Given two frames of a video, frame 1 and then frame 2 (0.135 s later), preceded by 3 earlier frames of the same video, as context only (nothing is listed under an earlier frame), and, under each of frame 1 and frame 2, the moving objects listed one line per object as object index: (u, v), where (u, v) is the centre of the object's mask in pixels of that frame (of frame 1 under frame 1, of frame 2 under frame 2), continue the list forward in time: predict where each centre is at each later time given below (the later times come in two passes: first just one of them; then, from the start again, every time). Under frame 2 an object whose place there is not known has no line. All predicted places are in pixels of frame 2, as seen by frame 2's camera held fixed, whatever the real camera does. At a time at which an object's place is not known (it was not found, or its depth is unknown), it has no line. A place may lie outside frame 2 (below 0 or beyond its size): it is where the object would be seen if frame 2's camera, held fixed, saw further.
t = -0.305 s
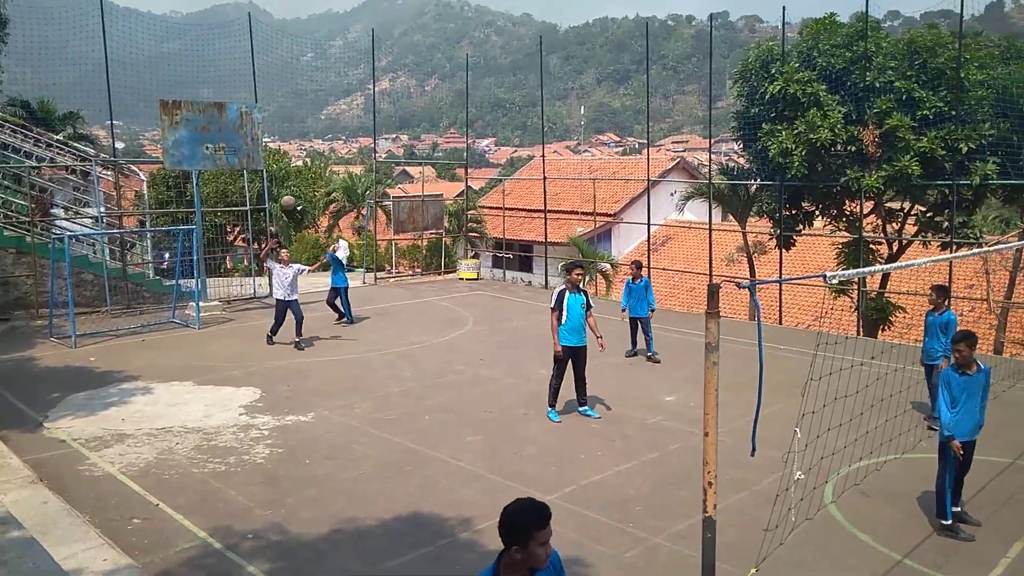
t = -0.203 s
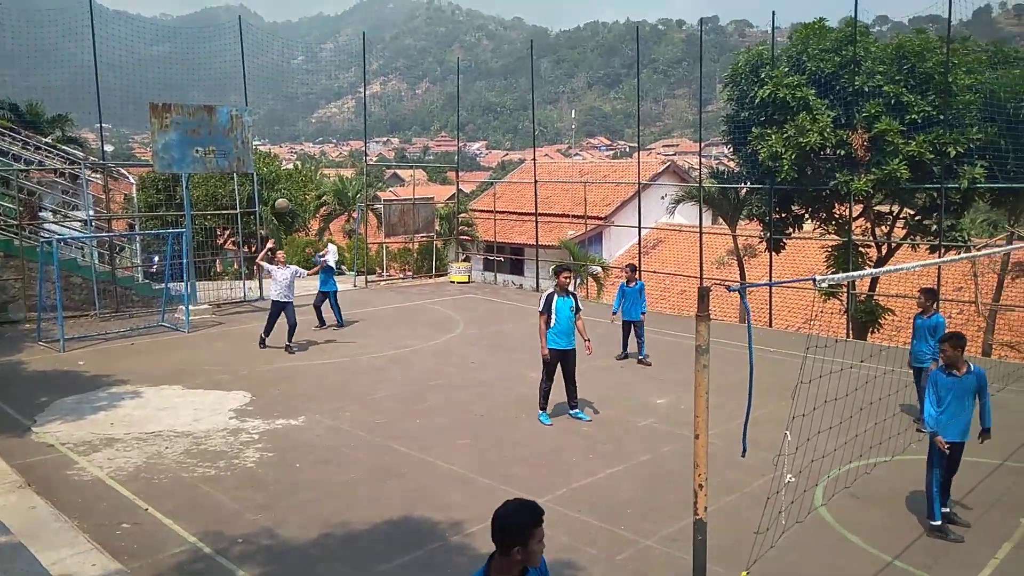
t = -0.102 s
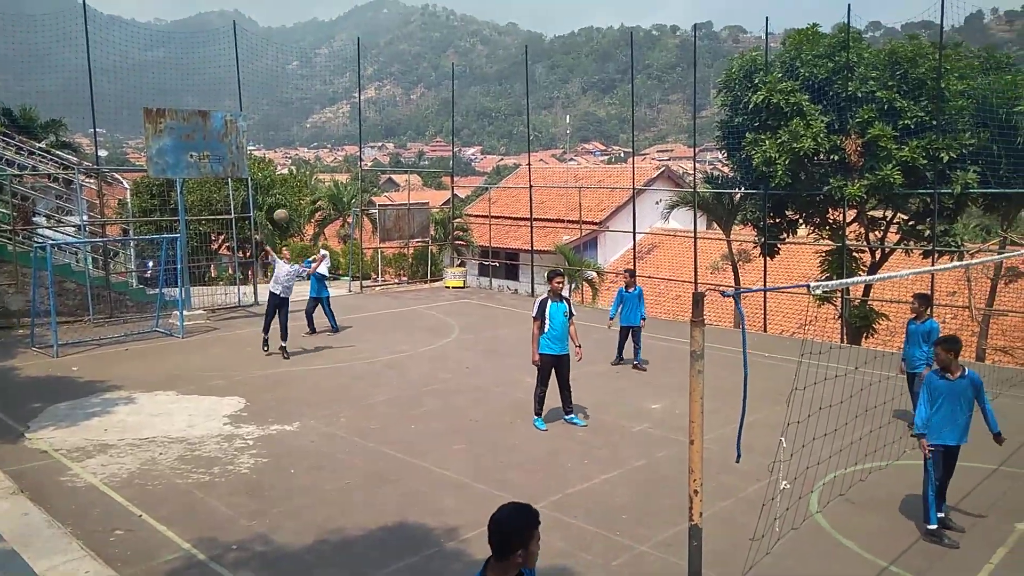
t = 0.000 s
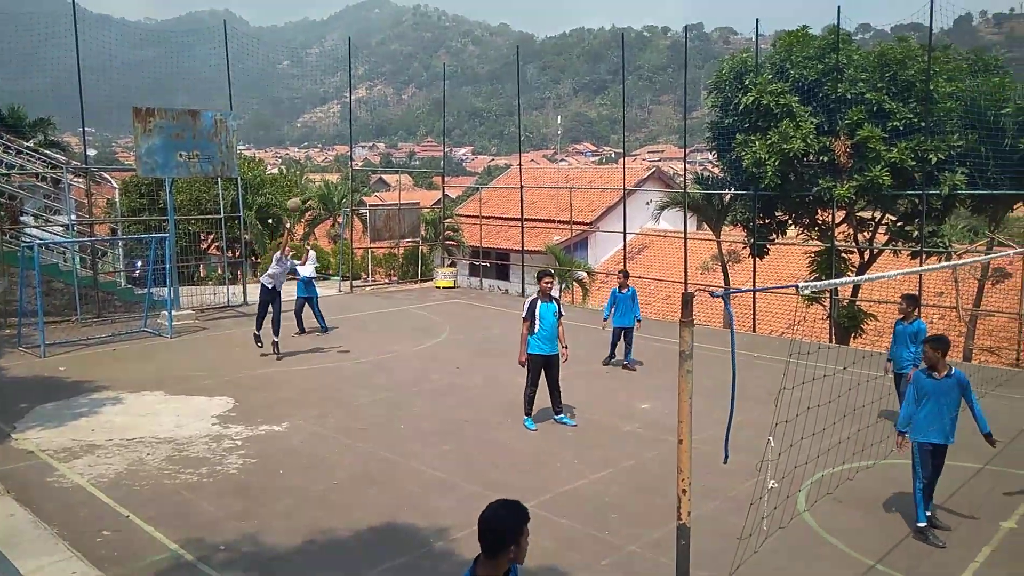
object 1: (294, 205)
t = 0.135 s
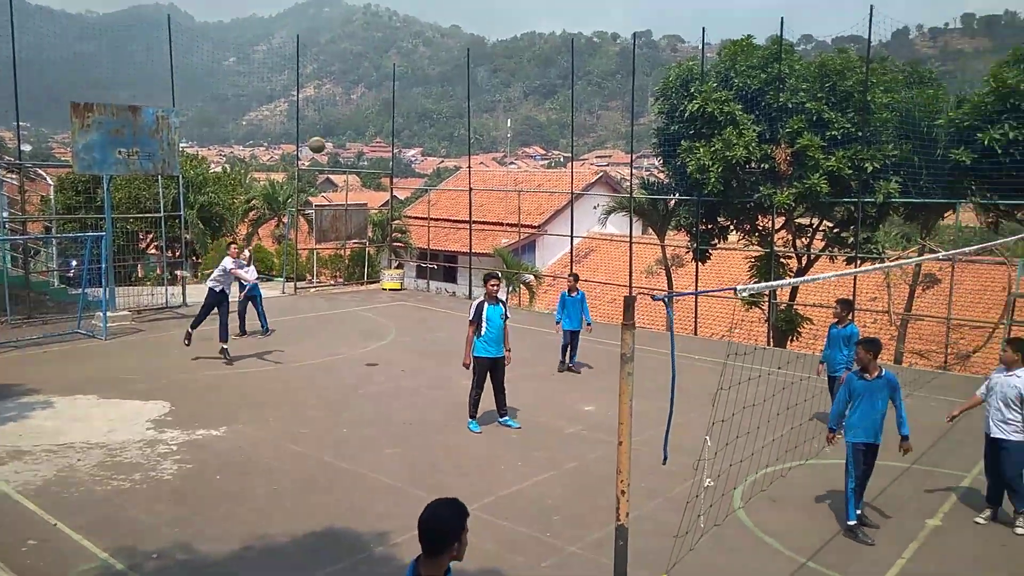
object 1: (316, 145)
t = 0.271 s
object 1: (404, 87)
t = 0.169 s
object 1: (338, 129)
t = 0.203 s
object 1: (359, 115)
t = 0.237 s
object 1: (381, 101)
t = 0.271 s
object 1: (404, 87)
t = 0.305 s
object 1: (429, 72)
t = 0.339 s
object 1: (454, 59)
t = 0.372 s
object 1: (480, 46)
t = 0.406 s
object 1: (508, 33)
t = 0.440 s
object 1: (537, 21)
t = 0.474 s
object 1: (567, 9)
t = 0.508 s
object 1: (598, -2)
